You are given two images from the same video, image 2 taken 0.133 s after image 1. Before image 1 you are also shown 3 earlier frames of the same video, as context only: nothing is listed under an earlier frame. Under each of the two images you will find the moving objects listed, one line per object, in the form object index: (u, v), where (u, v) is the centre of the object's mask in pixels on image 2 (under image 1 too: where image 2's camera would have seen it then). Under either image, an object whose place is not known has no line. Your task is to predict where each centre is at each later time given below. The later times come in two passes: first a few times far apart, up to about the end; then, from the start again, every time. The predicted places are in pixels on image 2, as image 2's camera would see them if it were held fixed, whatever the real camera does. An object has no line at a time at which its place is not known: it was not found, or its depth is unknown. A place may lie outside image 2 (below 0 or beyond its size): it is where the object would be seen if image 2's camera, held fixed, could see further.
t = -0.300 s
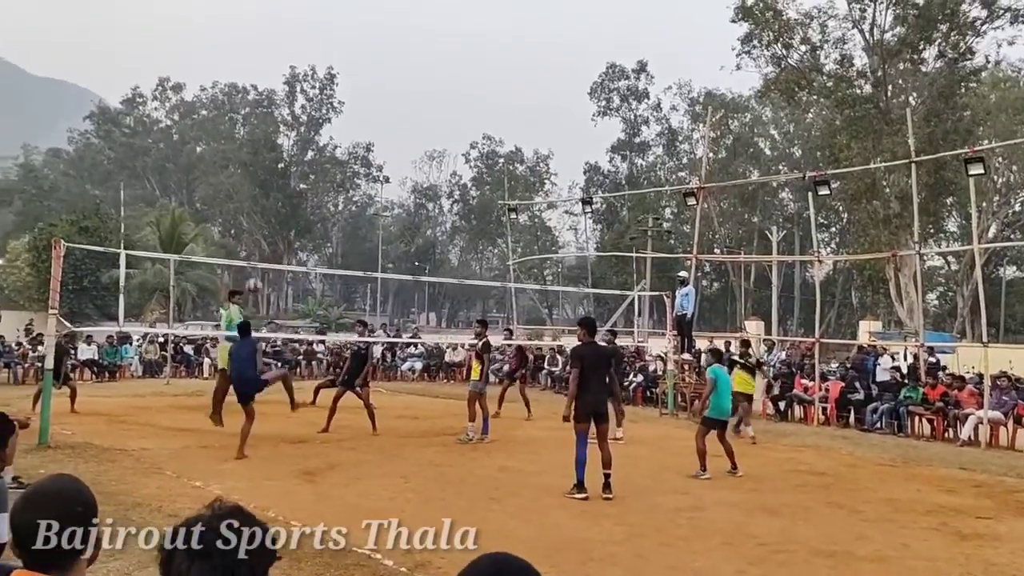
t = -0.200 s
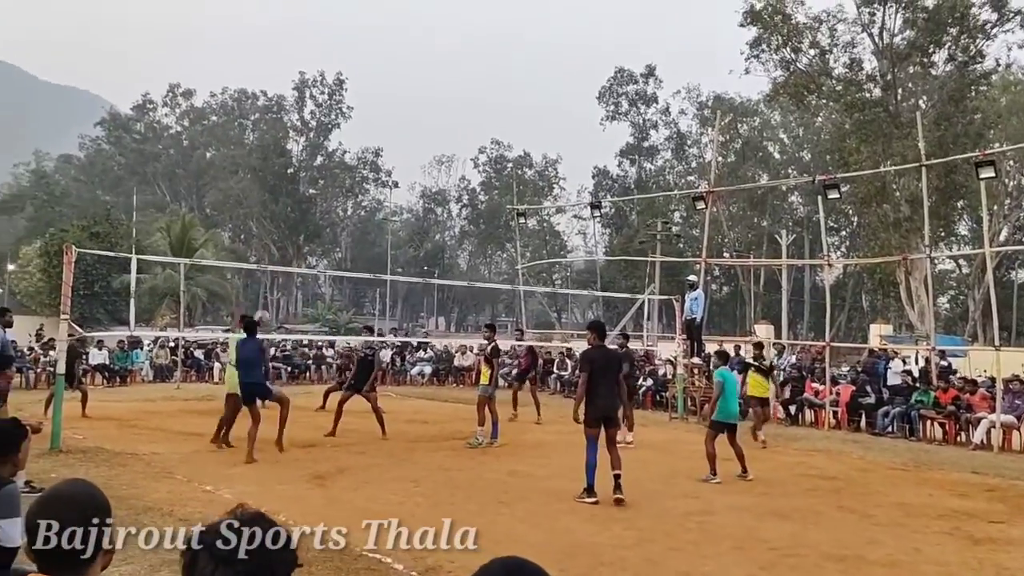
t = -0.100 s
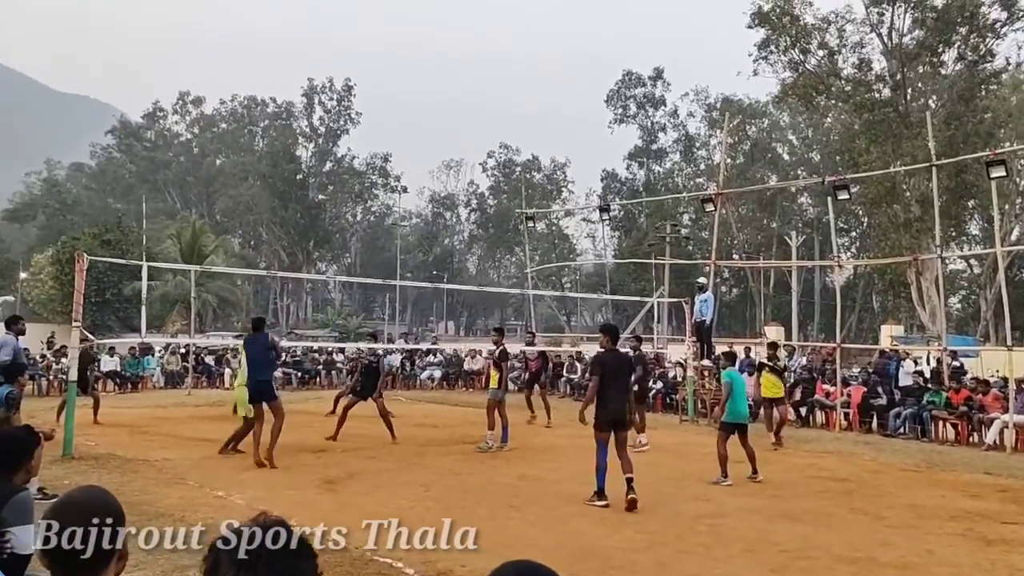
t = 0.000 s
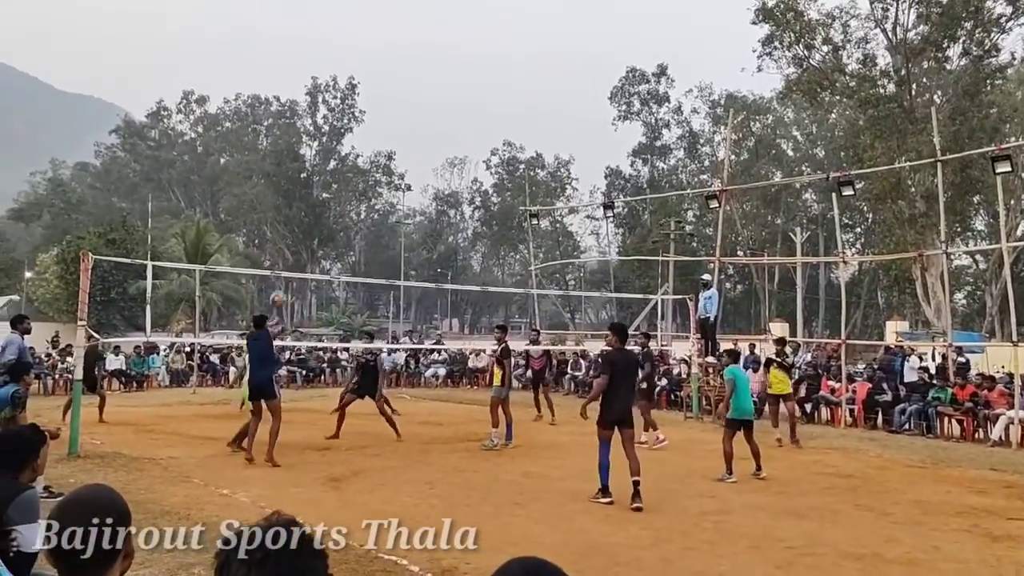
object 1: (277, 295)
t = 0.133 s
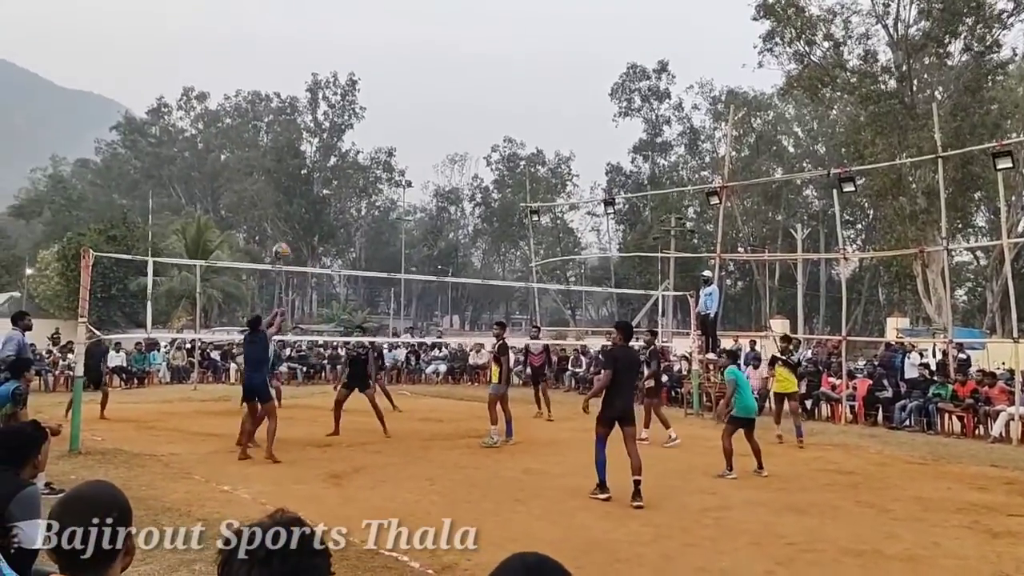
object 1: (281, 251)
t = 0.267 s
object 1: (283, 220)
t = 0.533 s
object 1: (286, 199)
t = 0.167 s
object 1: (282, 242)
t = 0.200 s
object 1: (283, 234)
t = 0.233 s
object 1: (283, 227)
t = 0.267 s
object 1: (283, 220)
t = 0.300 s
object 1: (283, 215)
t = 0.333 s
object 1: (284, 209)
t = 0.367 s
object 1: (284, 206)
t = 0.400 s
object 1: (284, 203)
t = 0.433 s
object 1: (285, 201)
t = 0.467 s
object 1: (285, 200)
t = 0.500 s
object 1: (285, 199)
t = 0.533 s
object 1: (286, 199)
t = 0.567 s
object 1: (285, 201)
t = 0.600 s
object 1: (286, 204)
